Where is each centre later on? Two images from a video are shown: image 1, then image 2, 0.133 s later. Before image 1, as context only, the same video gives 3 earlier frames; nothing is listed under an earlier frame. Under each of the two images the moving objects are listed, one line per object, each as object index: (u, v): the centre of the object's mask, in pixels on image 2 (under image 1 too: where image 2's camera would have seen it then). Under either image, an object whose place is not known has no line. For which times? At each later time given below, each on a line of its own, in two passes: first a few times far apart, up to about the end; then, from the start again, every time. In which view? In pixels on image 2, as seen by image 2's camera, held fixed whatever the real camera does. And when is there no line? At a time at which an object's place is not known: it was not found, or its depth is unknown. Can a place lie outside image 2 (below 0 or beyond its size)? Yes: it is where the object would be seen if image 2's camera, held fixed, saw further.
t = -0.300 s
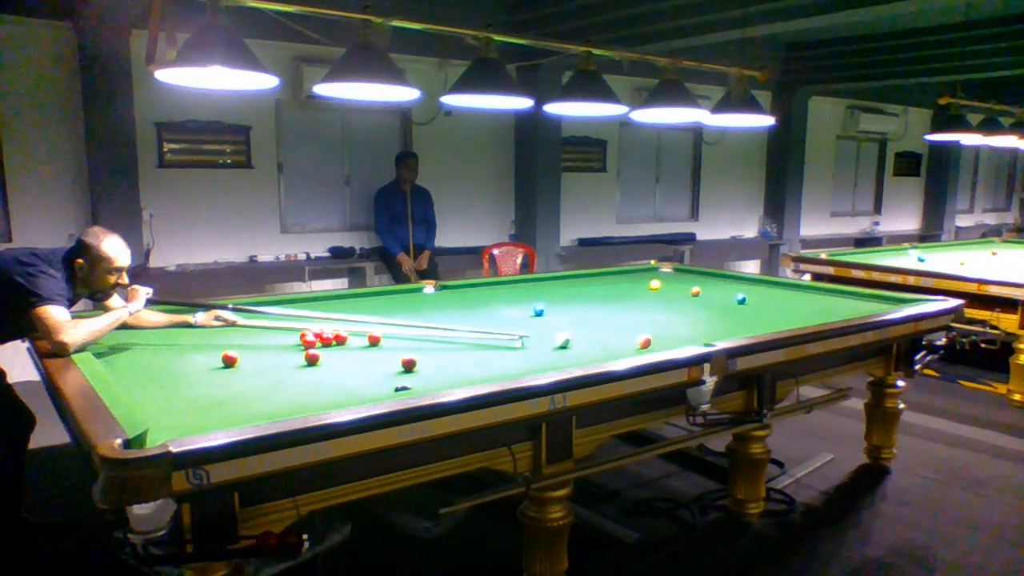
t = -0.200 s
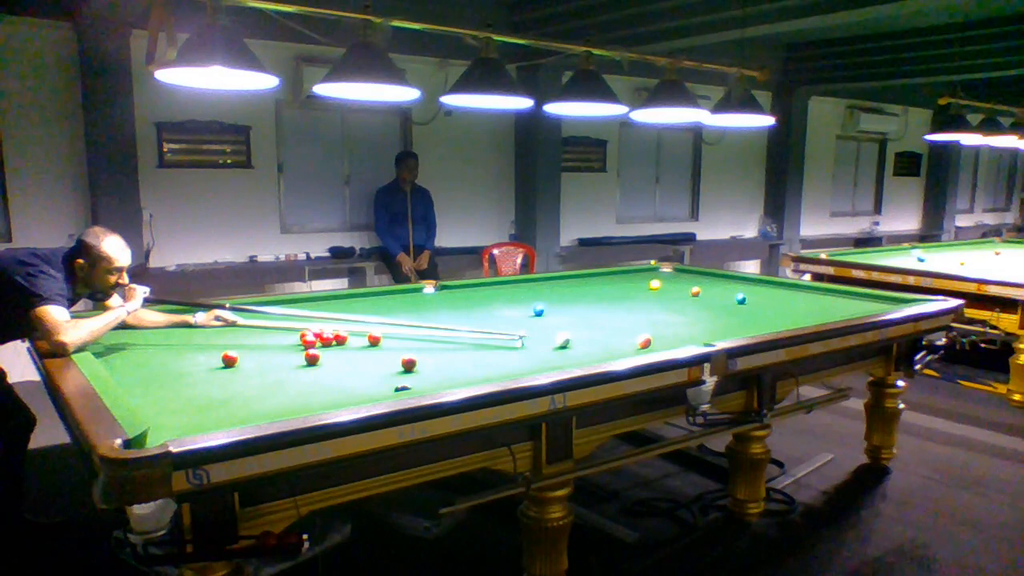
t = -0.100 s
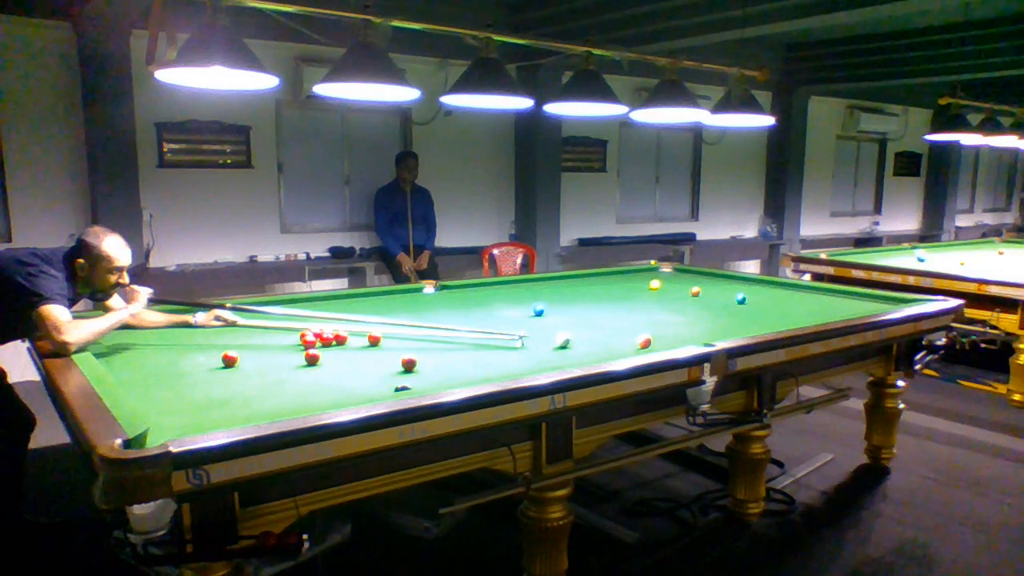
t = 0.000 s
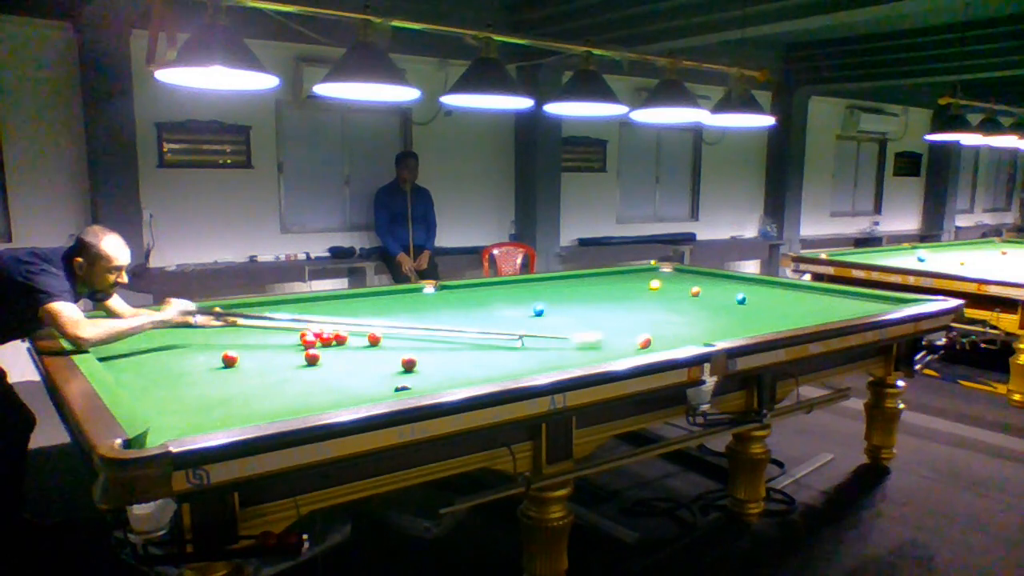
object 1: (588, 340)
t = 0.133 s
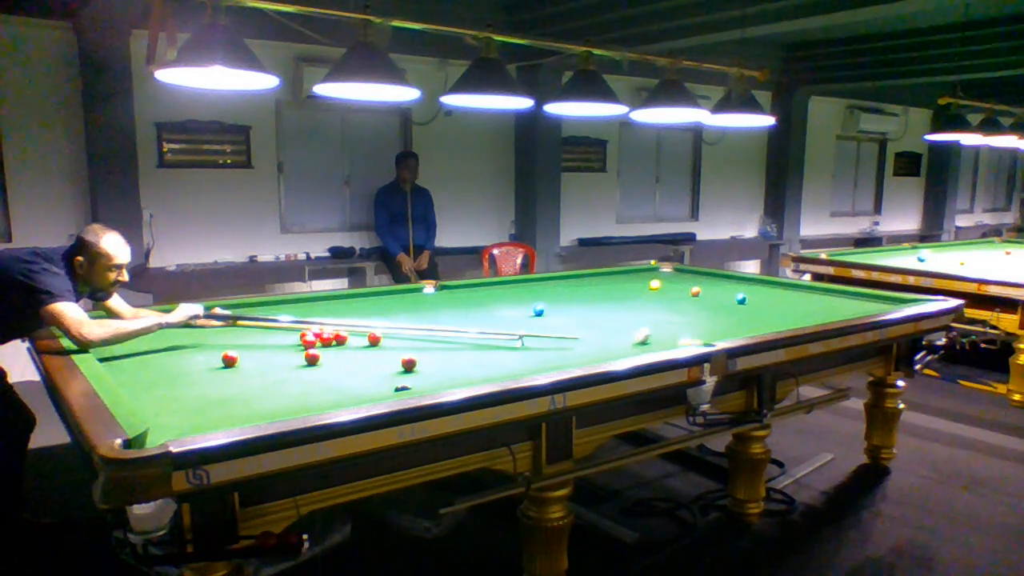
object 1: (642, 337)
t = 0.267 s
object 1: (666, 331)
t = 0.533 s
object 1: (708, 320)
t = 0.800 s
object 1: (744, 312)
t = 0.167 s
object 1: (648, 335)
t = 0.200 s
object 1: (654, 333)
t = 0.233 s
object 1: (660, 332)
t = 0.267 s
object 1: (666, 331)
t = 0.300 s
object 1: (671, 329)
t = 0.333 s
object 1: (677, 328)
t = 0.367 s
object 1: (682, 327)
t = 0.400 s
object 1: (688, 325)
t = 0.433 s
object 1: (694, 324)
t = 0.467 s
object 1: (698, 323)
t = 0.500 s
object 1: (703, 322)
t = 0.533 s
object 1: (708, 320)
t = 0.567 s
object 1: (713, 319)
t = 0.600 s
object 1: (718, 318)
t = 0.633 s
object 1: (722, 317)
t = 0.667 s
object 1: (727, 316)
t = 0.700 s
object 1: (732, 315)
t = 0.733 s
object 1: (736, 314)
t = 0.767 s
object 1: (740, 313)
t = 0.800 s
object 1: (744, 312)
